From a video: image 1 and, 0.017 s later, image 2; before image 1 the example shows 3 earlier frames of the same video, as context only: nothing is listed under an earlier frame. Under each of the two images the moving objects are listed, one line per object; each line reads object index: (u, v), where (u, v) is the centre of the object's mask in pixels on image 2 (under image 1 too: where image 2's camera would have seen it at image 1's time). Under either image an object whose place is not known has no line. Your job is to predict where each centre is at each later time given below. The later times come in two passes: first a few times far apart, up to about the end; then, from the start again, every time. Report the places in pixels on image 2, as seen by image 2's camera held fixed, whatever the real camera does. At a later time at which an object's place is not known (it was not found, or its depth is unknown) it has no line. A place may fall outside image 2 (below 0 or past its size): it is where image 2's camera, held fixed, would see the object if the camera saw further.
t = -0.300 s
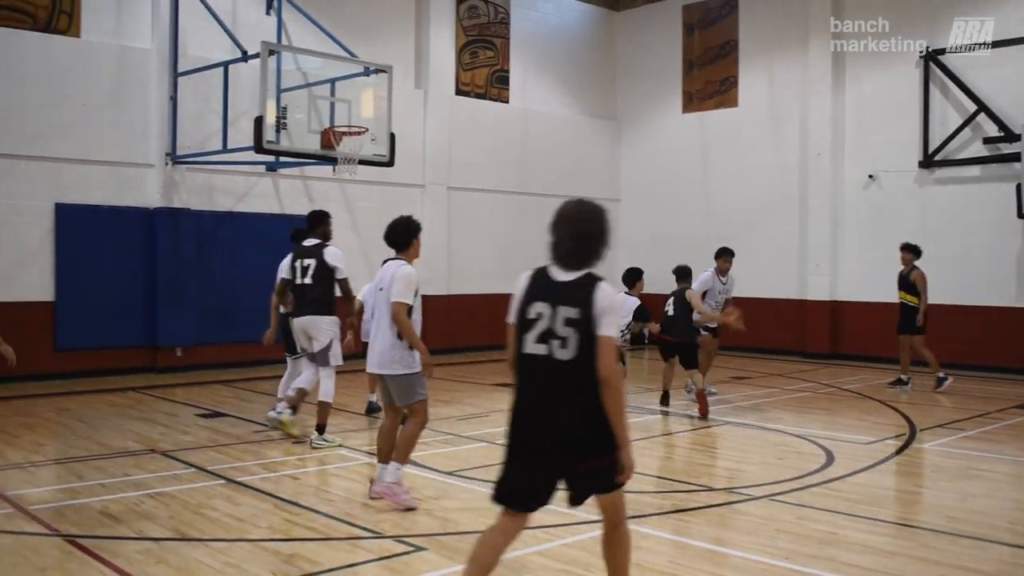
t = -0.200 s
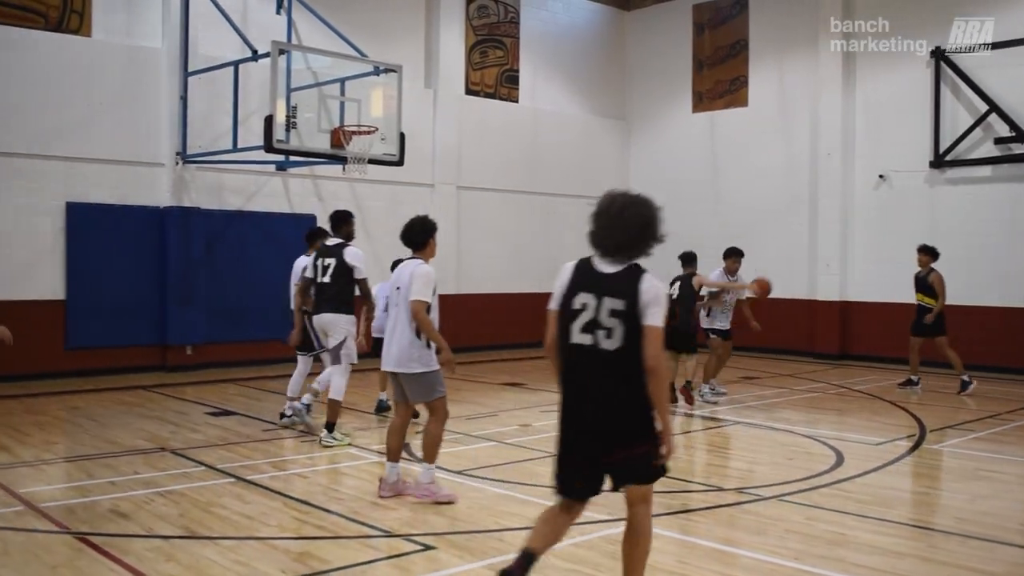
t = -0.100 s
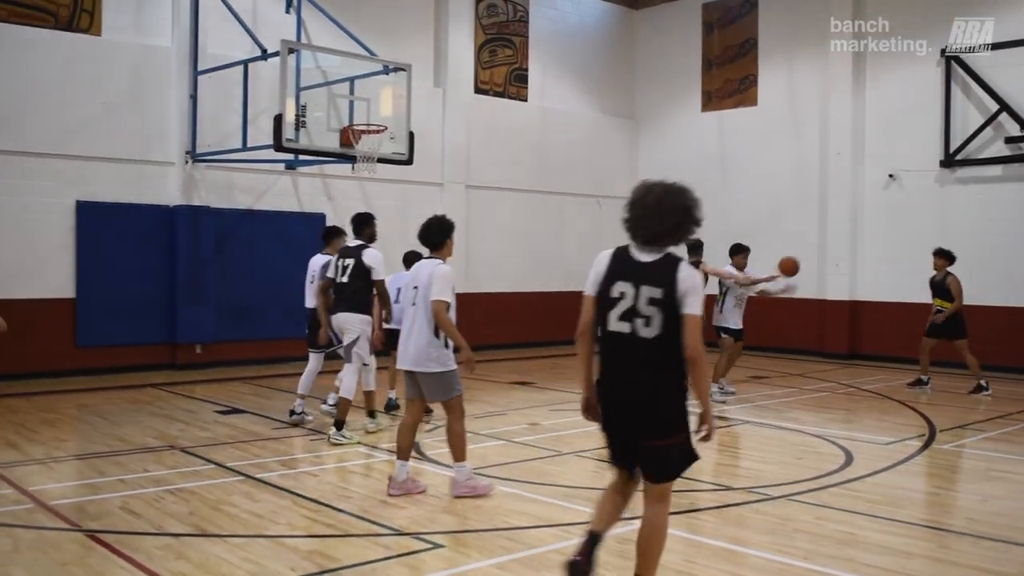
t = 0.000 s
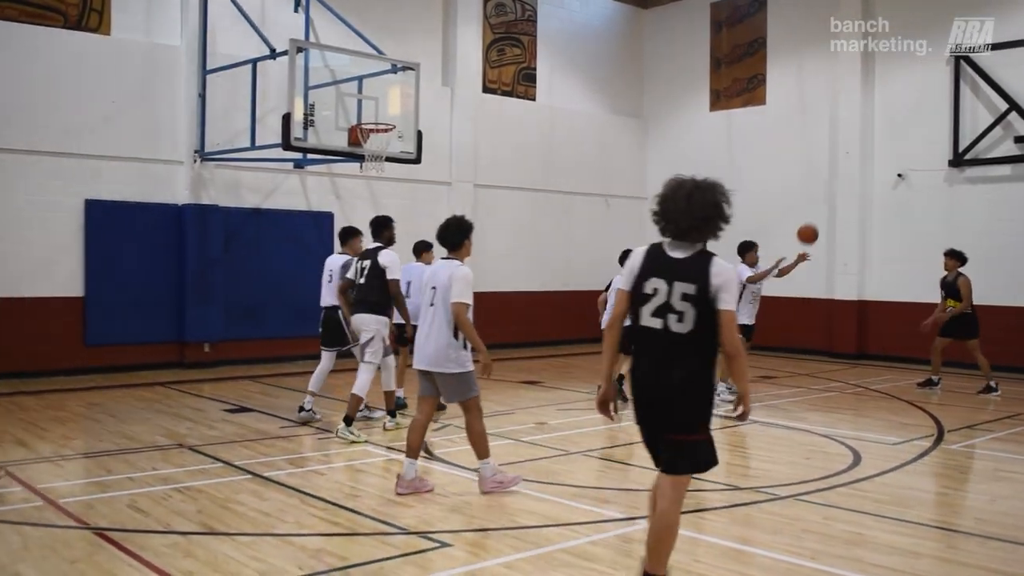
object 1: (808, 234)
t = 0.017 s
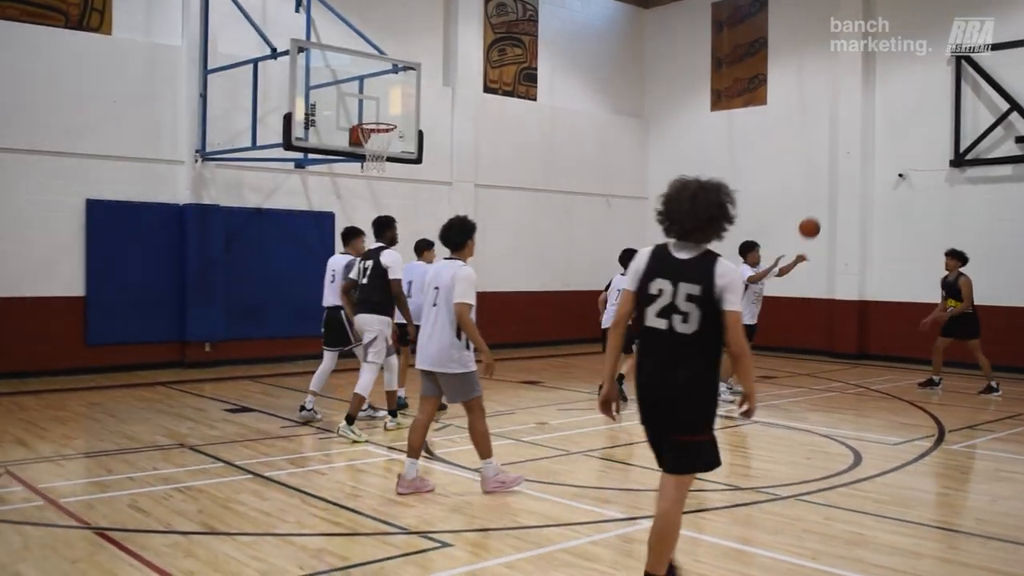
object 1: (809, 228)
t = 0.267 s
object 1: (821, 161)
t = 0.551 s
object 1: (831, 154)
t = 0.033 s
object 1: (810, 221)
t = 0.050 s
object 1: (812, 215)
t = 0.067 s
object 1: (812, 210)
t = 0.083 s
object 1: (813, 204)
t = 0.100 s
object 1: (814, 199)
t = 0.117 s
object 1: (815, 194)
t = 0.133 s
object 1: (816, 190)
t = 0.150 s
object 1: (817, 186)
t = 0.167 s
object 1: (818, 180)
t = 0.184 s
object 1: (818, 176)
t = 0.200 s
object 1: (818, 173)
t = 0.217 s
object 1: (819, 169)
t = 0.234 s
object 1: (820, 166)
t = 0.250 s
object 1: (820, 164)
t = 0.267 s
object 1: (821, 161)
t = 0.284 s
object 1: (822, 158)
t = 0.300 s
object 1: (822, 156)
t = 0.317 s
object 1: (823, 154)
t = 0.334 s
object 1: (823, 153)
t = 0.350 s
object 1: (824, 151)
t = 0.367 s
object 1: (825, 150)
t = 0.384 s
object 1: (825, 149)
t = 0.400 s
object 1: (826, 149)
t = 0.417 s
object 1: (826, 149)
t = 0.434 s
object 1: (827, 148)
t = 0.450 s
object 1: (827, 149)
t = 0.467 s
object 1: (828, 149)
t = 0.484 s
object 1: (828, 150)
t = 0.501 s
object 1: (829, 150)
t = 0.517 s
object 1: (829, 151)
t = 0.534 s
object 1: (830, 152)
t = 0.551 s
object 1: (831, 154)
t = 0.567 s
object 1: (831, 156)
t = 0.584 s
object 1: (832, 158)
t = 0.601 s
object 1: (833, 160)
